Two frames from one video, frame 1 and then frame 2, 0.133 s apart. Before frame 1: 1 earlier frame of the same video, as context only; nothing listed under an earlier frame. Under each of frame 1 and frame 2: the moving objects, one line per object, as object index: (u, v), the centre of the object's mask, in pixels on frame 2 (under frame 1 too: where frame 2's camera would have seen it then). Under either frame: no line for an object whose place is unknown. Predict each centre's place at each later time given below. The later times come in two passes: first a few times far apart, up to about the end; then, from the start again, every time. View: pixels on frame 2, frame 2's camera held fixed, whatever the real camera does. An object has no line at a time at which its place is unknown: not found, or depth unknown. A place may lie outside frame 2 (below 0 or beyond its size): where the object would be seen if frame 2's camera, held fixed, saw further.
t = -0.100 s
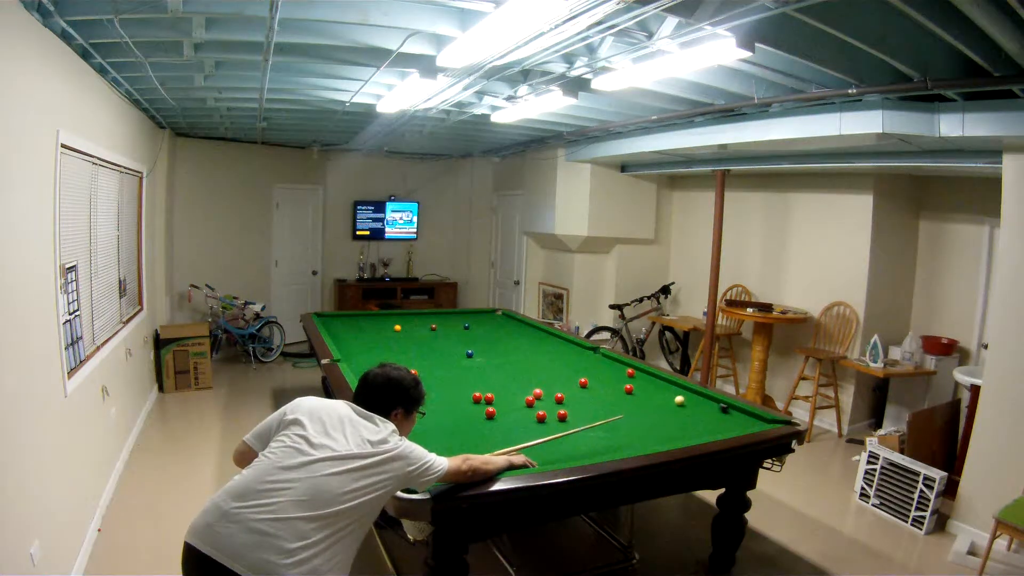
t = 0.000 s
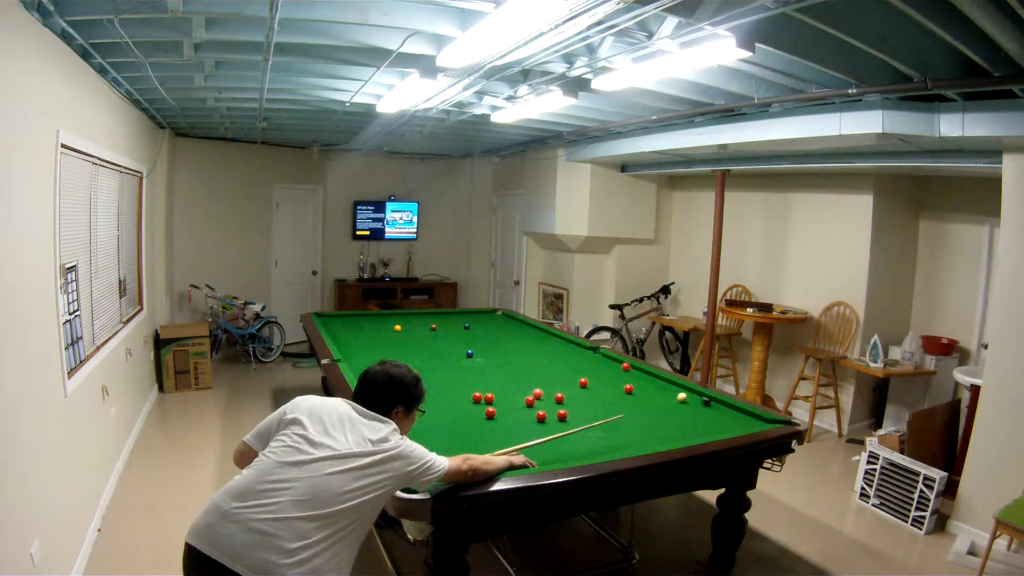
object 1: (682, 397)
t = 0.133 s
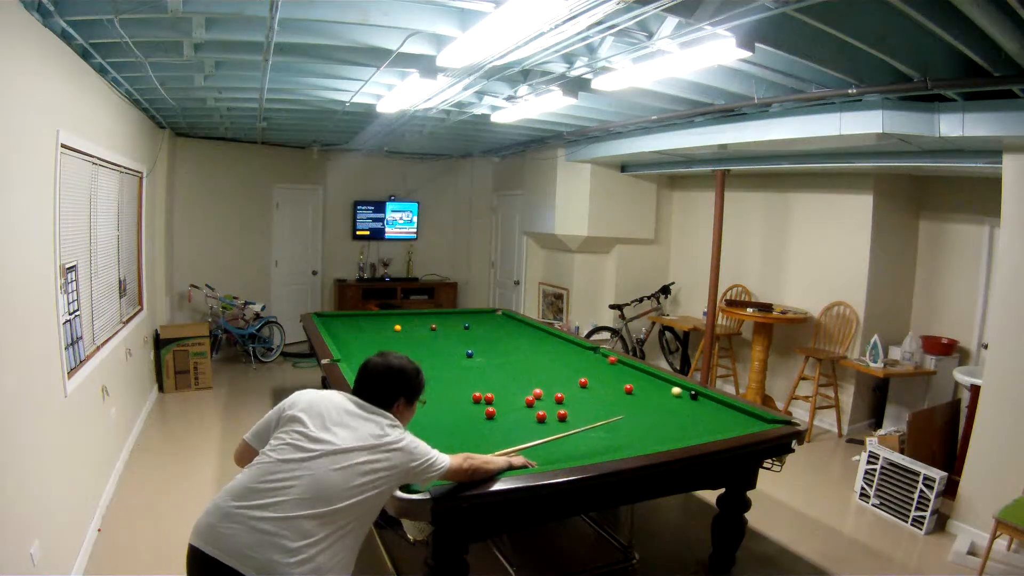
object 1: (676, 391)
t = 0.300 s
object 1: (660, 384)
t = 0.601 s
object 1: (638, 372)
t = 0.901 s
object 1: (619, 362)
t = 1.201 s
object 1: (601, 354)
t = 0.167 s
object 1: (672, 389)
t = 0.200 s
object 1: (669, 388)
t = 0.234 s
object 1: (666, 386)
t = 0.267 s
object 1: (663, 385)
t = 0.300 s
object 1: (660, 384)
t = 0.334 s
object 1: (658, 382)
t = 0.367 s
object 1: (655, 381)
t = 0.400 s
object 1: (652, 380)
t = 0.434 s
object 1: (650, 378)
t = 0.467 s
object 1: (647, 377)
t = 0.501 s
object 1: (645, 376)
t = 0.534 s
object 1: (642, 375)
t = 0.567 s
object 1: (640, 373)
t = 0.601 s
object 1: (638, 372)
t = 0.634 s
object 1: (636, 371)
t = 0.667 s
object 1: (633, 370)
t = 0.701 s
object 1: (631, 368)
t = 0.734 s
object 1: (629, 368)
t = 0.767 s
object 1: (627, 366)
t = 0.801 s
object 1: (625, 365)
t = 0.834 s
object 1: (623, 364)
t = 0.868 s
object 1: (621, 363)
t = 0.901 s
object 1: (619, 362)
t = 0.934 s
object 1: (617, 361)
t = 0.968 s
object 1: (615, 360)
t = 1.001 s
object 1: (613, 359)
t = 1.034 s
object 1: (611, 358)
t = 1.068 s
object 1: (609, 357)
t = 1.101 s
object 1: (608, 356)
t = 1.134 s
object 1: (606, 356)
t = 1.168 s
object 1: (603, 355)
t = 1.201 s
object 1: (601, 354)
